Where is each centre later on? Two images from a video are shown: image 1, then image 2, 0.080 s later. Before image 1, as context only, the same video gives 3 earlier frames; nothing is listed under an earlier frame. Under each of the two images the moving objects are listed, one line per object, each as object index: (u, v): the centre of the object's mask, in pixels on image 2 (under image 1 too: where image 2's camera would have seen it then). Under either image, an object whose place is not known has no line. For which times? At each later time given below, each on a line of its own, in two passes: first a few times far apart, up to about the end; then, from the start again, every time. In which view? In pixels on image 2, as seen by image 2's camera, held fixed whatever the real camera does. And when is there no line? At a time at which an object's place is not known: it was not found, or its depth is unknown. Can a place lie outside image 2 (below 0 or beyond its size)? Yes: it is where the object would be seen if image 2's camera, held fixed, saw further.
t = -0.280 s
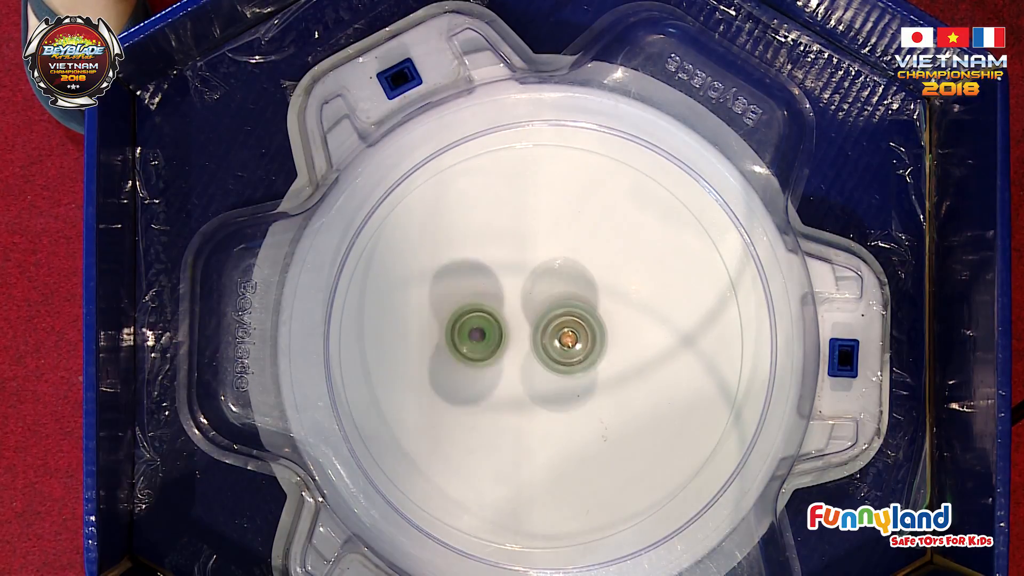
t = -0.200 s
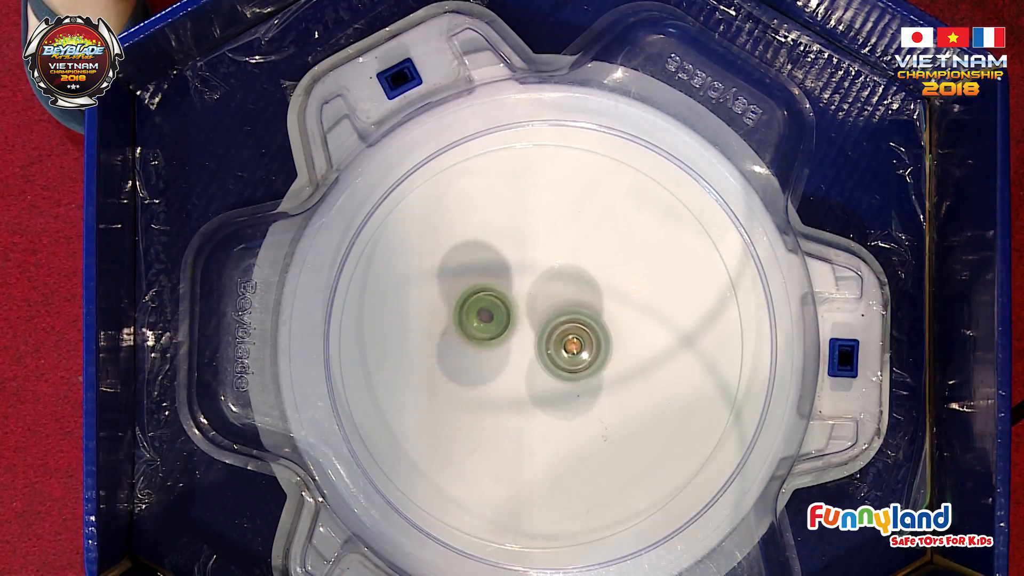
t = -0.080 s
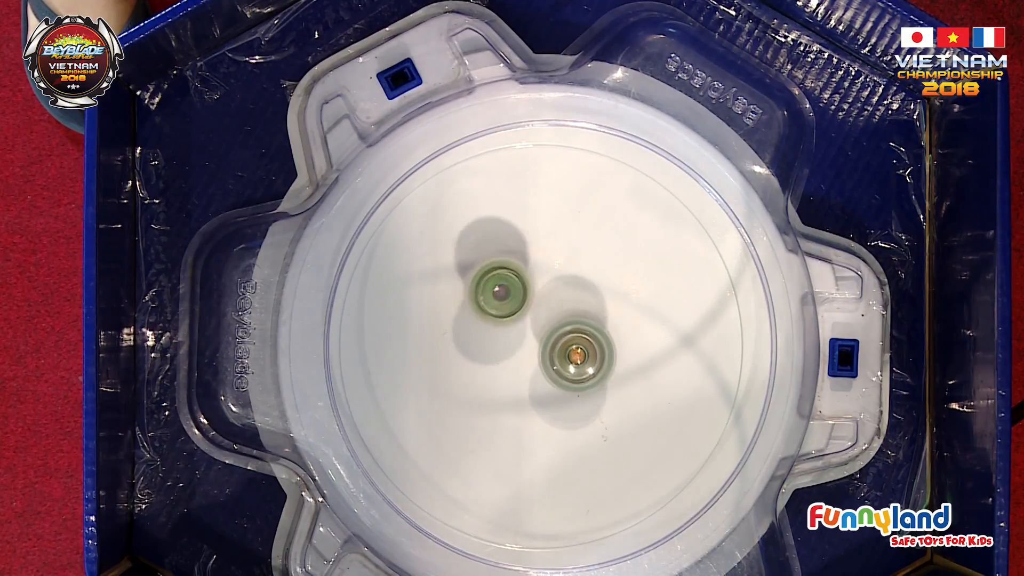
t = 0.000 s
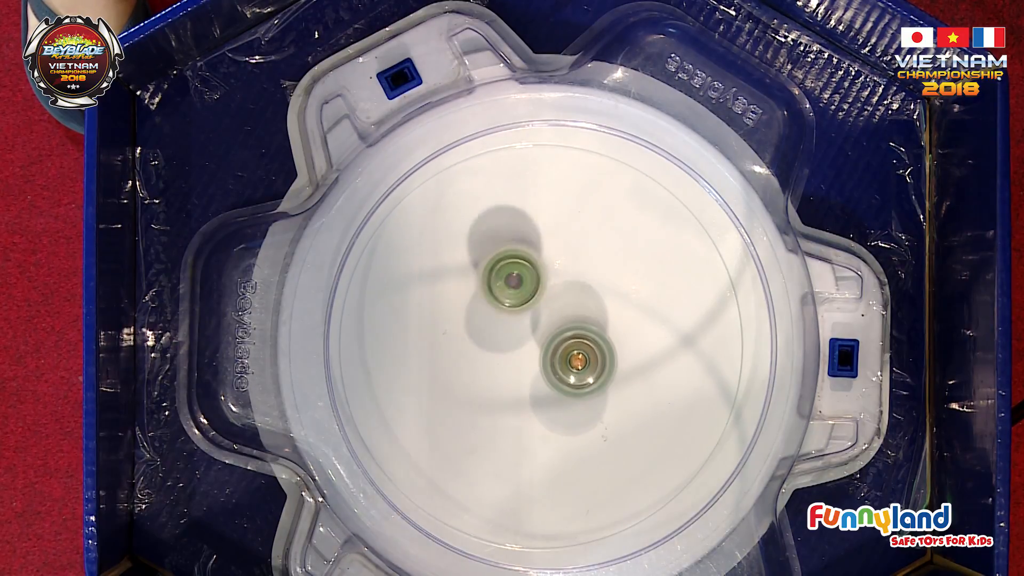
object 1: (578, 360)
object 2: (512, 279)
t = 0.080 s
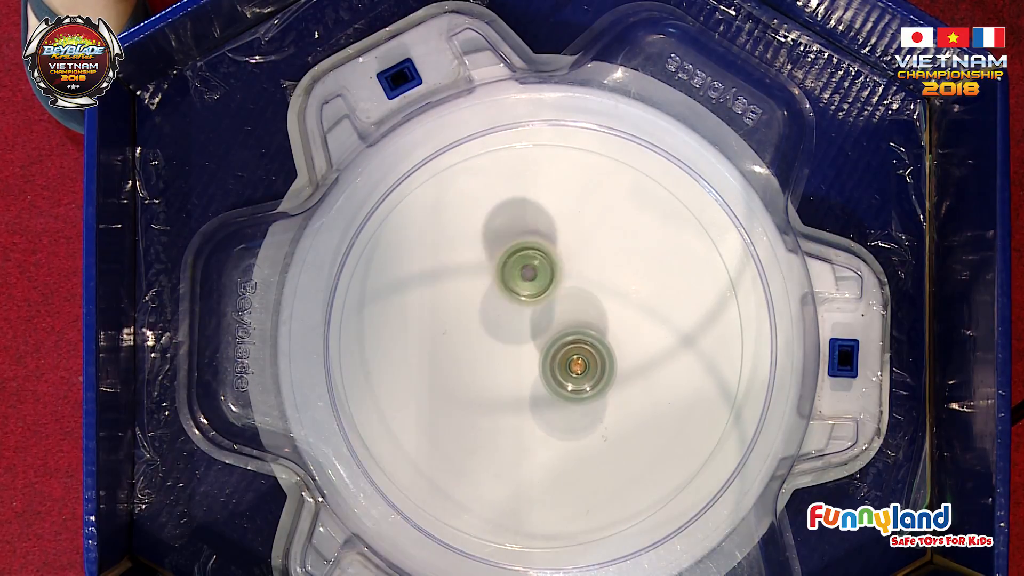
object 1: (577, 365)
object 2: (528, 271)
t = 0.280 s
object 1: (569, 371)
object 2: (573, 273)
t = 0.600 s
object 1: (538, 365)
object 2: (617, 322)
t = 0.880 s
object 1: (523, 343)
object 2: (609, 385)
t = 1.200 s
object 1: (529, 322)
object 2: (557, 422)
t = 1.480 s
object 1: (552, 324)
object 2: (500, 404)
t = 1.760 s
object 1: (568, 343)
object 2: (479, 353)
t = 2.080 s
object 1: (571, 369)
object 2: (509, 292)
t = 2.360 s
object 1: (559, 369)
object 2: (562, 281)
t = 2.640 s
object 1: (534, 359)
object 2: (610, 306)
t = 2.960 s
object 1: (526, 341)
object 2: (607, 370)
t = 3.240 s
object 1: (540, 327)
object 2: (567, 409)
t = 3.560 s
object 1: (562, 334)
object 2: (505, 399)
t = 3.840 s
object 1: (569, 355)
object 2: (485, 351)
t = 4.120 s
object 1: (564, 371)
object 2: (511, 299)
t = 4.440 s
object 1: (551, 369)
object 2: (569, 287)
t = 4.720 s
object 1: (537, 364)
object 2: (609, 316)
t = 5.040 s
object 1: (526, 357)
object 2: (608, 368)
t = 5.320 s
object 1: (526, 335)
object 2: (577, 408)
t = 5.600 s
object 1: (546, 322)
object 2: (526, 399)
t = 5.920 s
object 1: (570, 328)
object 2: (493, 363)
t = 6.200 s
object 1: (586, 354)
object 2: (487, 314)
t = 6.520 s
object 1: (566, 372)
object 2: (531, 294)
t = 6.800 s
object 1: (533, 371)
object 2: (580, 289)
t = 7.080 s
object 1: (518, 343)
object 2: (601, 328)
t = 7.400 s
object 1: (533, 316)
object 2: (584, 385)
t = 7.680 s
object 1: (544, 294)
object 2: (547, 419)
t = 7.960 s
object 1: (559, 318)
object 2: (506, 385)
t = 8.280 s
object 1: (572, 335)
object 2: (485, 351)
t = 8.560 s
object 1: (571, 365)
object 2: (502, 311)
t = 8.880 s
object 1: (551, 382)
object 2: (547, 295)
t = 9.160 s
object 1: (519, 378)
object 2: (591, 305)
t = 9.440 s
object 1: (506, 370)
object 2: (606, 322)
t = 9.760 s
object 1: (522, 380)
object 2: (569, 311)
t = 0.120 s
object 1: (576, 367)
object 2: (536, 269)
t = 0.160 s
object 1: (575, 370)
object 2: (545, 268)
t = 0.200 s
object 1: (574, 371)
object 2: (554, 269)
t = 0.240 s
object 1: (571, 371)
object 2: (564, 271)
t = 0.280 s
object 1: (569, 371)
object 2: (573, 273)
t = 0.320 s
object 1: (566, 372)
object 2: (581, 275)
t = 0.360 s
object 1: (563, 372)
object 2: (589, 278)
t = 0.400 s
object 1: (559, 371)
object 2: (596, 282)
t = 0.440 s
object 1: (555, 371)
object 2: (602, 287)
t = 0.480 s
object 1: (551, 369)
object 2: (608, 295)
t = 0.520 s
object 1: (547, 368)
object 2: (612, 304)
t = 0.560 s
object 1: (542, 366)
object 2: (615, 313)
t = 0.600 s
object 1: (538, 365)
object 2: (617, 322)
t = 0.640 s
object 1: (535, 362)
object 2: (618, 331)
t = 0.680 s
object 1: (532, 359)
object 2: (618, 339)
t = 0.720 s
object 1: (529, 356)
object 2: (618, 349)
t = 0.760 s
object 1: (527, 353)
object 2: (617, 358)
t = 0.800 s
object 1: (525, 350)
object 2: (615, 368)
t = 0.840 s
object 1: (523, 347)
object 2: (613, 377)
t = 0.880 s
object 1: (523, 343)
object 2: (609, 385)
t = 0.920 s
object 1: (523, 340)
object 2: (605, 393)
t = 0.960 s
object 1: (523, 336)
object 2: (600, 400)
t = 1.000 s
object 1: (523, 333)
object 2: (594, 406)
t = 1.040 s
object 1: (524, 330)
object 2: (588, 412)
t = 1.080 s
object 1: (524, 328)
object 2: (581, 416)
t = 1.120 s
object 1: (526, 325)
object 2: (574, 419)
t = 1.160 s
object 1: (527, 324)
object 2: (566, 421)
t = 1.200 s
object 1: (529, 322)
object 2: (557, 422)
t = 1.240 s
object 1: (532, 321)
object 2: (549, 422)
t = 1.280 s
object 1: (535, 320)
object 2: (540, 420)
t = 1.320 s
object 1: (538, 320)
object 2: (531, 416)
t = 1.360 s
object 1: (541, 320)
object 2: (522, 414)
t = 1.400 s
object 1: (545, 321)
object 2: (514, 411)
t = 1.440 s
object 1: (548, 322)
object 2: (507, 408)
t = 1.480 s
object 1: (552, 324)
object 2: (500, 404)
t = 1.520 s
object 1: (555, 325)
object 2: (494, 400)
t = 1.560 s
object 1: (557, 327)
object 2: (488, 394)
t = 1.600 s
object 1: (560, 330)
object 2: (484, 388)
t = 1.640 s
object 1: (562, 332)
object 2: (482, 380)
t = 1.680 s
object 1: (564, 335)
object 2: (480, 371)
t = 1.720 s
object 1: (566, 337)
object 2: (480, 363)
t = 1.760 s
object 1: (568, 343)
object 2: (479, 353)
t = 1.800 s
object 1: (569, 348)
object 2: (480, 345)
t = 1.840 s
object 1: (570, 352)
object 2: (482, 336)
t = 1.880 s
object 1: (570, 356)
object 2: (485, 328)
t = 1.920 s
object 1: (571, 360)
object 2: (489, 320)
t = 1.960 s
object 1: (572, 364)
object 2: (493, 312)
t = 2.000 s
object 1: (572, 366)
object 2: (498, 305)
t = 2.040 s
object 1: (572, 368)
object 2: (503, 298)
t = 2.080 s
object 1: (571, 369)
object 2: (509, 292)
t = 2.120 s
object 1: (570, 369)
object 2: (514, 287)
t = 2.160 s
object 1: (569, 370)
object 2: (522, 283)
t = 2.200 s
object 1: (568, 369)
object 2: (529, 281)
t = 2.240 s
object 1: (566, 371)
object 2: (537, 280)
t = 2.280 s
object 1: (564, 370)
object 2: (545, 279)
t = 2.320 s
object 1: (561, 370)
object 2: (554, 280)
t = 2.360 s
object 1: (559, 369)
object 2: (562, 281)
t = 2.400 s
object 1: (557, 367)
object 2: (570, 284)
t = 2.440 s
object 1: (553, 365)
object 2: (578, 287)
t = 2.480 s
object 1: (549, 364)
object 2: (586, 288)
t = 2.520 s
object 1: (546, 363)
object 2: (594, 290)
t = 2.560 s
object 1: (541, 362)
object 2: (600, 294)
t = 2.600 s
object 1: (537, 361)
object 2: (605, 300)
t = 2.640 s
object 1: (534, 359)
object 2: (610, 306)
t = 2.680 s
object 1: (531, 357)
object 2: (613, 313)
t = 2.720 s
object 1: (529, 356)
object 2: (615, 321)
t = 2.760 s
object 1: (528, 354)
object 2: (616, 329)
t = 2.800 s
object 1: (527, 351)
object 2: (617, 337)
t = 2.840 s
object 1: (526, 348)
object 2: (615, 345)
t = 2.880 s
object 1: (526, 346)
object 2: (613, 354)
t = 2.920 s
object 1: (526, 343)
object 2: (611, 362)
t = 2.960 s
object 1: (526, 341)
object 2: (607, 370)
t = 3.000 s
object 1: (527, 338)
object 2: (604, 377)
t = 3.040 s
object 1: (528, 337)
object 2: (599, 384)
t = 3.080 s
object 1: (531, 334)
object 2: (593, 391)
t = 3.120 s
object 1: (533, 332)
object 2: (588, 396)
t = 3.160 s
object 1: (535, 329)
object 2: (581, 402)
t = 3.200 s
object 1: (537, 328)
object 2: (575, 406)
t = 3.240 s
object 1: (540, 327)
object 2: (567, 409)
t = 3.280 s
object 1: (542, 326)
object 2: (559, 411)
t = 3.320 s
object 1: (546, 327)
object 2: (551, 411)
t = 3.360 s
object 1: (549, 327)
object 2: (543, 410)
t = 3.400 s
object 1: (552, 328)
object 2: (535, 408)
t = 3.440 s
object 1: (555, 329)
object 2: (526, 407)
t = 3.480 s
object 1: (557, 330)
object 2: (519, 405)
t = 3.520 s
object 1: (560, 332)
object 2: (512, 402)
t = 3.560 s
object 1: (562, 334)
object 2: (505, 399)
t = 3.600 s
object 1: (564, 336)
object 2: (499, 395)
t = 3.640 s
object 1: (566, 339)
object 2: (494, 390)
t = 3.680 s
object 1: (567, 342)
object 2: (489, 383)
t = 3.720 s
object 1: (568, 345)
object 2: (487, 375)
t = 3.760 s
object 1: (569, 348)
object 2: (485, 367)
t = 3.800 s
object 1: (569, 351)
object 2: (485, 359)
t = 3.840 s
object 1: (569, 355)
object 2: (485, 351)
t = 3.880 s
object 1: (568, 359)
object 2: (486, 343)
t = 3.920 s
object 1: (569, 361)
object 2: (488, 335)
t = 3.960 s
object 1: (568, 364)
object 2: (491, 327)
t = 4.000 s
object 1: (568, 366)
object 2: (496, 319)
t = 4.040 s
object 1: (567, 367)
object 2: (501, 312)
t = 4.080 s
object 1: (566, 369)
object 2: (506, 306)
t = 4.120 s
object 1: (564, 371)
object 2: (511, 299)
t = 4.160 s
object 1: (564, 371)
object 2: (517, 295)
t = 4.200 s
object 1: (562, 371)
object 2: (523, 291)
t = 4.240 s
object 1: (561, 371)
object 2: (530, 288)
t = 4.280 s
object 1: (559, 370)
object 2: (537, 288)
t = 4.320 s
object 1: (557, 369)
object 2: (544, 288)
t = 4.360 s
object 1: (555, 368)
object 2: (552, 289)
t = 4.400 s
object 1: (552, 369)
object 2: (561, 288)
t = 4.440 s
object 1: (551, 369)
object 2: (569, 287)
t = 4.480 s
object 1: (549, 369)
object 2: (576, 288)
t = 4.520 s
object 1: (547, 368)
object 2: (583, 291)
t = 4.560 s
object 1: (545, 368)
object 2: (589, 294)
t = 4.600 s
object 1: (543, 367)
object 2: (593, 299)
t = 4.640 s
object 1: (542, 367)
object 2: (598, 305)
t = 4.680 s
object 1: (540, 366)
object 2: (602, 311)
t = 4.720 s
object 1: (537, 364)
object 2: (609, 316)
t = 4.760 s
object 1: (534, 365)
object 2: (613, 321)
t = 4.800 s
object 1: (532, 363)
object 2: (616, 327)
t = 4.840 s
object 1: (530, 363)
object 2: (618, 332)
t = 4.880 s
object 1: (528, 361)
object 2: (618, 339)
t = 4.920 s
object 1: (527, 360)
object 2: (617, 346)
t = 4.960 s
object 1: (526, 359)
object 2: (615, 354)
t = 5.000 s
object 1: (526, 358)
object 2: (612, 361)
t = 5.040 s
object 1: (526, 357)
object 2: (608, 368)
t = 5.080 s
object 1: (526, 354)
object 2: (604, 374)
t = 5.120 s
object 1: (524, 350)
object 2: (601, 383)
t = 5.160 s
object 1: (524, 347)
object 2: (598, 389)
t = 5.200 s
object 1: (523, 344)
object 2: (594, 395)
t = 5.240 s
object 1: (524, 342)
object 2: (589, 400)
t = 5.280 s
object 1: (525, 338)
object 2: (583, 405)
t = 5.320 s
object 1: (526, 335)
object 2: (577, 408)
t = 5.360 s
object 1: (527, 333)
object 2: (572, 411)
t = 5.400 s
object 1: (529, 331)
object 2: (564, 411)
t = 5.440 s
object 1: (532, 329)
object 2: (557, 410)
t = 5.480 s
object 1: (535, 327)
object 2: (549, 407)
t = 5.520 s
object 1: (536, 326)
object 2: (541, 403)
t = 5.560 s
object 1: (542, 323)
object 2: (533, 401)
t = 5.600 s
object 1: (546, 322)
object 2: (526, 399)
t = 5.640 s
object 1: (549, 321)
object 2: (519, 398)
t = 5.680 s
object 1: (552, 322)
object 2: (513, 395)
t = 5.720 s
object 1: (556, 321)
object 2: (508, 391)
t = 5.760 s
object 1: (561, 320)
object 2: (504, 387)
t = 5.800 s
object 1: (563, 322)
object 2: (500, 383)
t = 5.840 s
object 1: (565, 323)
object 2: (495, 377)
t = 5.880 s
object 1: (568, 326)
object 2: (493, 372)
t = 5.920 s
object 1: (570, 328)
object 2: (493, 363)
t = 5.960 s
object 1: (571, 331)
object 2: (494, 356)
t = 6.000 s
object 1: (575, 335)
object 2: (493, 347)
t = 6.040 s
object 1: (580, 339)
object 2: (489, 340)
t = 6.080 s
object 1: (582, 343)
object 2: (487, 333)
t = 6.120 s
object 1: (585, 347)
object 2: (485, 327)
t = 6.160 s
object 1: (586, 352)
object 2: (485, 320)
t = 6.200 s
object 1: (586, 354)
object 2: (487, 314)
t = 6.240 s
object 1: (587, 359)
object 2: (489, 307)
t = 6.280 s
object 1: (586, 363)
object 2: (494, 301)
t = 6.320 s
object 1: (585, 366)
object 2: (497, 297)
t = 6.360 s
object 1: (581, 369)
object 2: (503, 294)
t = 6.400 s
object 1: (578, 371)
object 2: (510, 292)
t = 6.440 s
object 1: (574, 372)
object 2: (517, 292)
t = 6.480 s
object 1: (570, 373)
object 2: (525, 292)
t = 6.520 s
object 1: (566, 372)
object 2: (531, 294)
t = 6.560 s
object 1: (561, 373)
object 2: (539, 297)
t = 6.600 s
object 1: (556, 375)
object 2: (546, 294)
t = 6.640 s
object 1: (552, 373)
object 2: (554, 295)
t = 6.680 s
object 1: (546, 375)
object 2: (562, 291)
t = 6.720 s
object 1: (541, 374)
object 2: (569, 289)
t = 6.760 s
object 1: (538, 373)
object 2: (575, 288)
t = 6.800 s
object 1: (533, 371)
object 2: (580, 289)
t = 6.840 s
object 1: (528, 367)
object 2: (585, 291)
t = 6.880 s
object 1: (526, 366)
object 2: (590, 295)
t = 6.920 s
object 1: (523, 362)
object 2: (593, 300)
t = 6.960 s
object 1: (521, 357)
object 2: (596, 306)
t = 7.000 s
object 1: (521, 355)
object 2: (597, 313)
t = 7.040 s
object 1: (521, 349)
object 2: (598, 320)
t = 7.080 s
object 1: (518, 343)
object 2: (601, 328)
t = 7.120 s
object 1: (519, 339)
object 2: (602, 336)
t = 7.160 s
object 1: (519, 336)
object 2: (602, 343)
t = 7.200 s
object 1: (519, 331)
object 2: (601, 350)
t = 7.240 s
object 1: (521, 328)
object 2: (600, 357)
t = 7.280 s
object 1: (523, 326)
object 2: (597, 364)
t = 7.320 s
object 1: (526, 322)
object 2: (594, 370)
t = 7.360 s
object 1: (529, 321)
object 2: (589, 375)
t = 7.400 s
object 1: (533, 316)
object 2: (584, 385)
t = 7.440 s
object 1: (531, 303)
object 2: (582, 397)
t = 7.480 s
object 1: (535, 301)
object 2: (578, 405)
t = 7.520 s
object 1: (535, 298)
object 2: (573, 411)
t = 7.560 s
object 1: (536, 295)
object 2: (567, 415)
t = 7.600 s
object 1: (540, 295)
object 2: (561, 419)
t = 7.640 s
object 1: (542, 295)
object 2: (555, 419)
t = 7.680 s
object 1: (544, 294)
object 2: (547, 419)
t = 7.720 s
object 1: (549, 298)
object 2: (540, 418)
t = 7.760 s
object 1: (551, 300)
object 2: (534, 413)
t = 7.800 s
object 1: (552, 303)
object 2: (528, 409)
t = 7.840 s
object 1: (555, 308)
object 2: (522, 402)
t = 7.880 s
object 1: (555, 313)
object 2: (518, 397)
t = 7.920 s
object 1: (554, 318)
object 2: (515, 389)
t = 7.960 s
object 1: (559, 318)
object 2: (506, 385)
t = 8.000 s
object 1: (570, 314)
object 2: (493, 388)
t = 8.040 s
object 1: (574, 318)
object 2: (486, 384)
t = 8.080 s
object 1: (574, 321)
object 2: (481, 379)
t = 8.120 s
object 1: (575, 321)
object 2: (479, 375)
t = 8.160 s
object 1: (575, 326)
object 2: (479, 368)
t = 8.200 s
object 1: (575, 330)
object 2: (479, 363)
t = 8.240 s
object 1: (573, 332)
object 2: (481, 358)
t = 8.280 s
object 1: (572, 335)
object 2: (485, 351)
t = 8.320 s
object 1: (568, 339)
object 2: (489, 346)
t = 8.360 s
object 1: (570, 345)
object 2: (491, 339)
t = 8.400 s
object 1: (570, 351)
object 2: (493, 333)
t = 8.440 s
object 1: (572, 358)
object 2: (492, 325)
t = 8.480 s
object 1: (571, 362)
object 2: (493, 318)
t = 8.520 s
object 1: (571, 363)
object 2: (498, 313)
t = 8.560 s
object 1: (571, 365)
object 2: (502, 311)
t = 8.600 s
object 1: (570, 370)
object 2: (508, 308)
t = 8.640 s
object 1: (567, 372)
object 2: (513, 307)
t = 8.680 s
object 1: (564, 375)
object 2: (520, 308)
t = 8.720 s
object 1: (563, 382)
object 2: (526, 300)
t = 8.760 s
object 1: (558, 388)
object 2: (531, 291)
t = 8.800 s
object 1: (553, 386)
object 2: (538, 293)
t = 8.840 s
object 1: (552, 384)
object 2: (541, 293)
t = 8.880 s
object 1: (551, 382)
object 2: (547, 295)
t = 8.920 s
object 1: (548, 381)
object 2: (553, 297)
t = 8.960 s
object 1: (545, 378)
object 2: (556, 302)
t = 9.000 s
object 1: (536, 380)
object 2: (567, 301)
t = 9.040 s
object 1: (525, 385)
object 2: (579, 296)
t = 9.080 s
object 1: (518, 384)
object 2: (588, 299)
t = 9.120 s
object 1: (519, 379)
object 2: (590, 303)
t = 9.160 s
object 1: (519, 378)
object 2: (591, 305)
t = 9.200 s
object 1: (520, 378)
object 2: (593, 310)
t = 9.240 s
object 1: (520, 375)
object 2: (591, 314)
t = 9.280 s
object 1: (521, 372)
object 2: (588, 321)
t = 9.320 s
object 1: (521, 370)
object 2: (587, 322)
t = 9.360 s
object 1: (509, 375)
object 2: (597, 319)
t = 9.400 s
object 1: (503, 373)
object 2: (606, 318)
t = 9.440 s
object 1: (506, 370)
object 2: (606, 322)
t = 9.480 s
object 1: (511, 371)
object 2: (602, 322)
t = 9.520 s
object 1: (512, 374)
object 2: (596, 321)
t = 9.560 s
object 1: (512, 375)
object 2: (592, 317)
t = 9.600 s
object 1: (512, 372)
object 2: (589, 317)
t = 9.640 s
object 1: (517, 373)
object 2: (584, 317)
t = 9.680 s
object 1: (521, 374)
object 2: (578, 315)
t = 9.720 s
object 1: (523, 378)
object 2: (572, 313)
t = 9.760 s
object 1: (522, 380)
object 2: (569, 311)
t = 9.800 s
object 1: (524, 380)
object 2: (565, 310)
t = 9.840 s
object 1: (524, 380)
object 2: (562, 306)
